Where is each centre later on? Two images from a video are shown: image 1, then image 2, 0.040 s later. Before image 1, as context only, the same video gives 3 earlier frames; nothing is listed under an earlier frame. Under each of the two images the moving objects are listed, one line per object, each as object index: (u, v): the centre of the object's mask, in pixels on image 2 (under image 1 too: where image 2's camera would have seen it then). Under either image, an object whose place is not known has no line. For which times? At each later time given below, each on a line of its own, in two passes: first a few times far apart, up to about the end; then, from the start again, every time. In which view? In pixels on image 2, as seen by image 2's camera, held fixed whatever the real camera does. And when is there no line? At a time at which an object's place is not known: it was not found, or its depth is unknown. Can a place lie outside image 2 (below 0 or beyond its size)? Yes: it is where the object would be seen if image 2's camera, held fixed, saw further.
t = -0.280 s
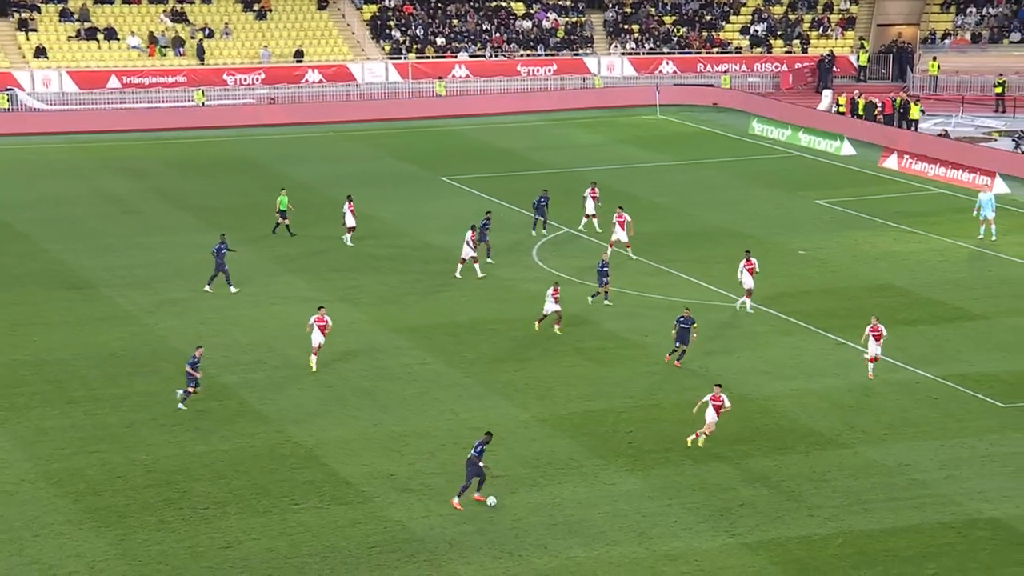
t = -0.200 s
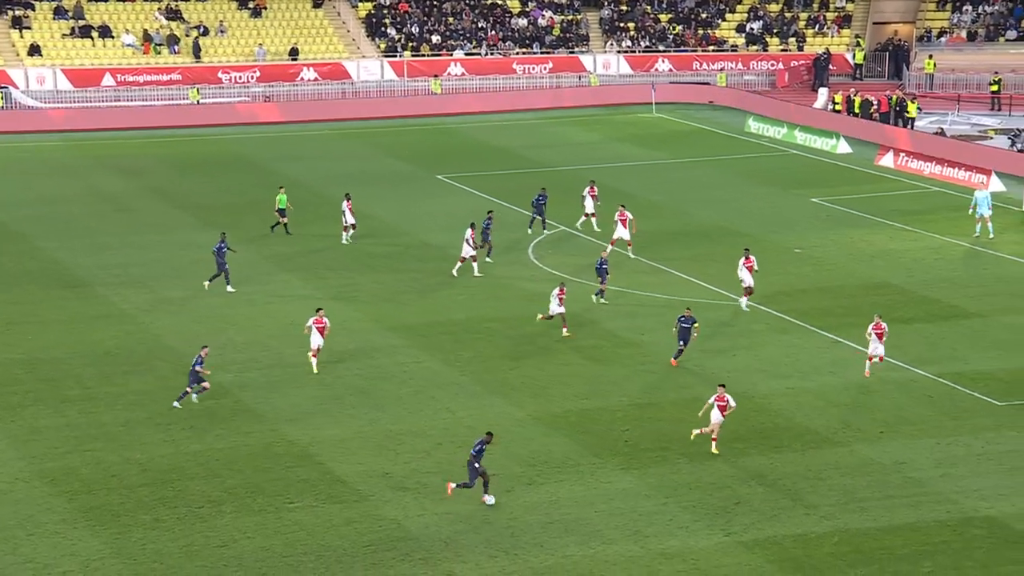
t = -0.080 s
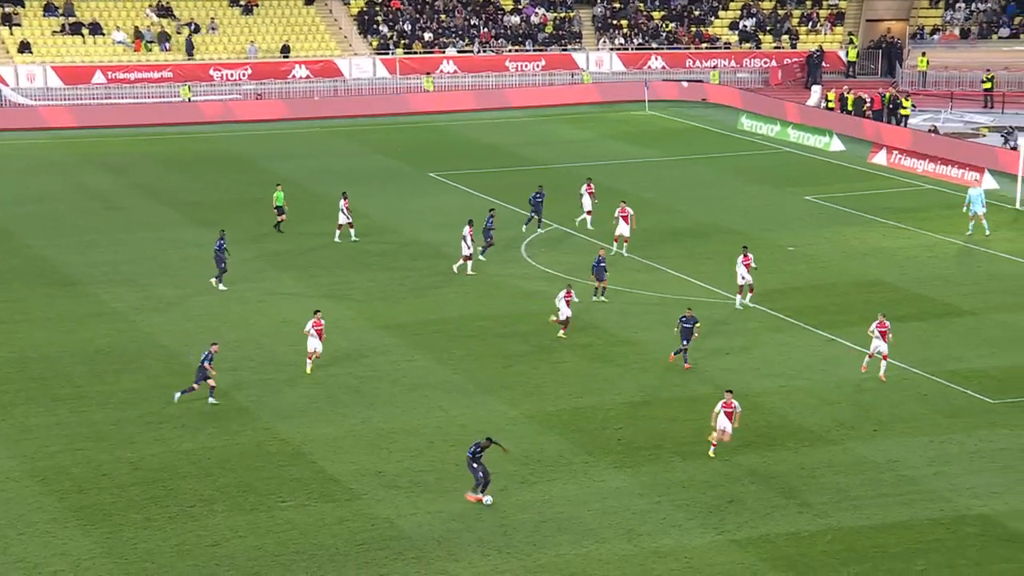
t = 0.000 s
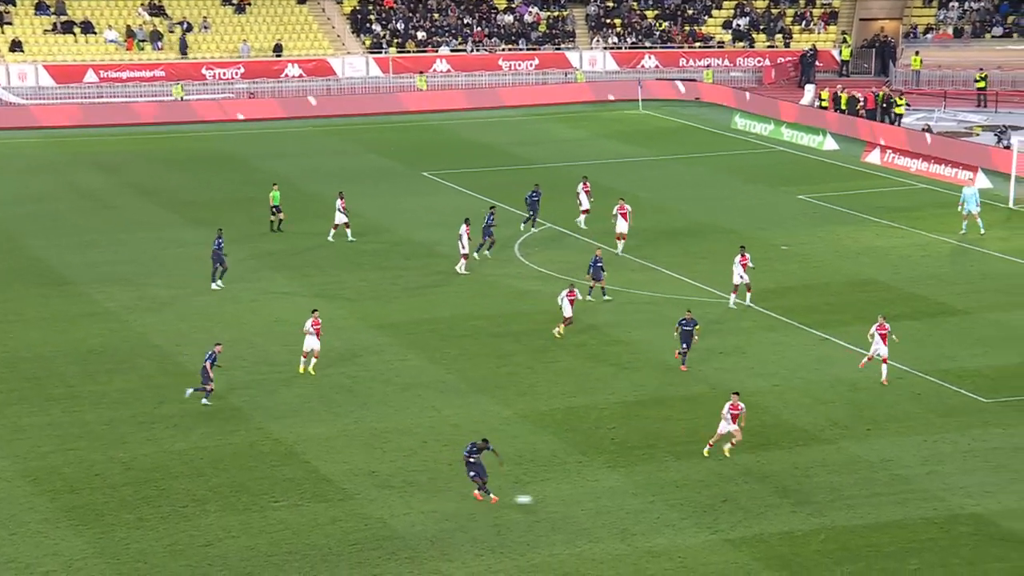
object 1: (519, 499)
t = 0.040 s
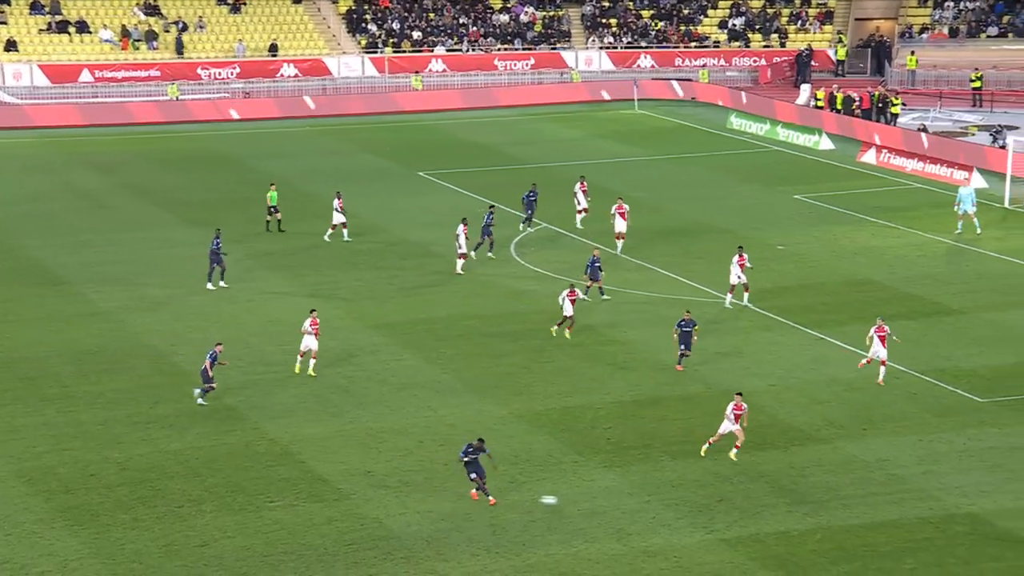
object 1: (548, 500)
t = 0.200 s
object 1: (662, 506)
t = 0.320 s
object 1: (744, 510)
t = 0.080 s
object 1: (577, 501)
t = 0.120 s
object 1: (607, 504)
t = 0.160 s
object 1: (636, 506)
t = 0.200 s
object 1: (662, 506)
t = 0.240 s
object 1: (689, 507)
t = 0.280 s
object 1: (716, 508)
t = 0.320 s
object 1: (744, 510)
